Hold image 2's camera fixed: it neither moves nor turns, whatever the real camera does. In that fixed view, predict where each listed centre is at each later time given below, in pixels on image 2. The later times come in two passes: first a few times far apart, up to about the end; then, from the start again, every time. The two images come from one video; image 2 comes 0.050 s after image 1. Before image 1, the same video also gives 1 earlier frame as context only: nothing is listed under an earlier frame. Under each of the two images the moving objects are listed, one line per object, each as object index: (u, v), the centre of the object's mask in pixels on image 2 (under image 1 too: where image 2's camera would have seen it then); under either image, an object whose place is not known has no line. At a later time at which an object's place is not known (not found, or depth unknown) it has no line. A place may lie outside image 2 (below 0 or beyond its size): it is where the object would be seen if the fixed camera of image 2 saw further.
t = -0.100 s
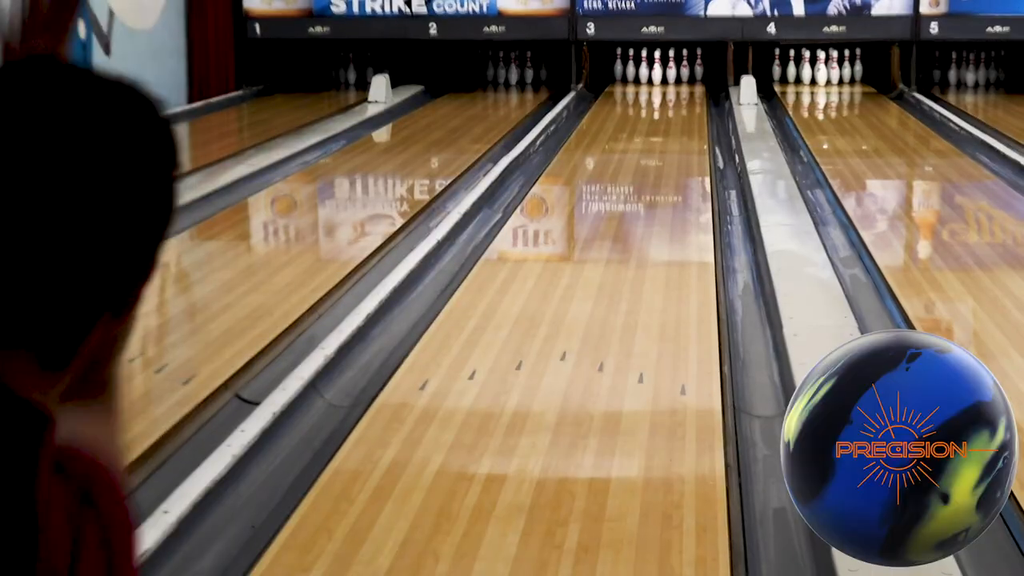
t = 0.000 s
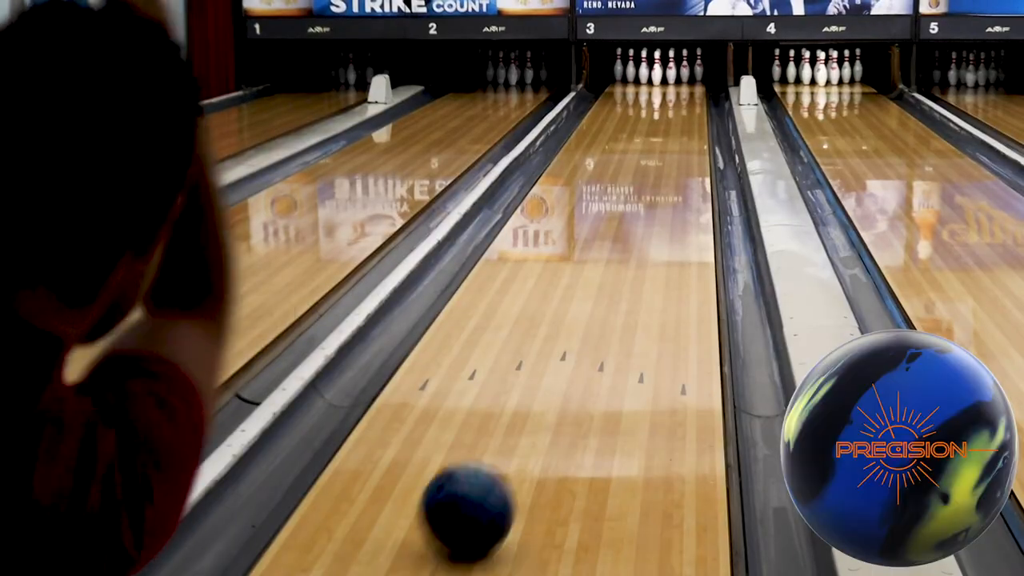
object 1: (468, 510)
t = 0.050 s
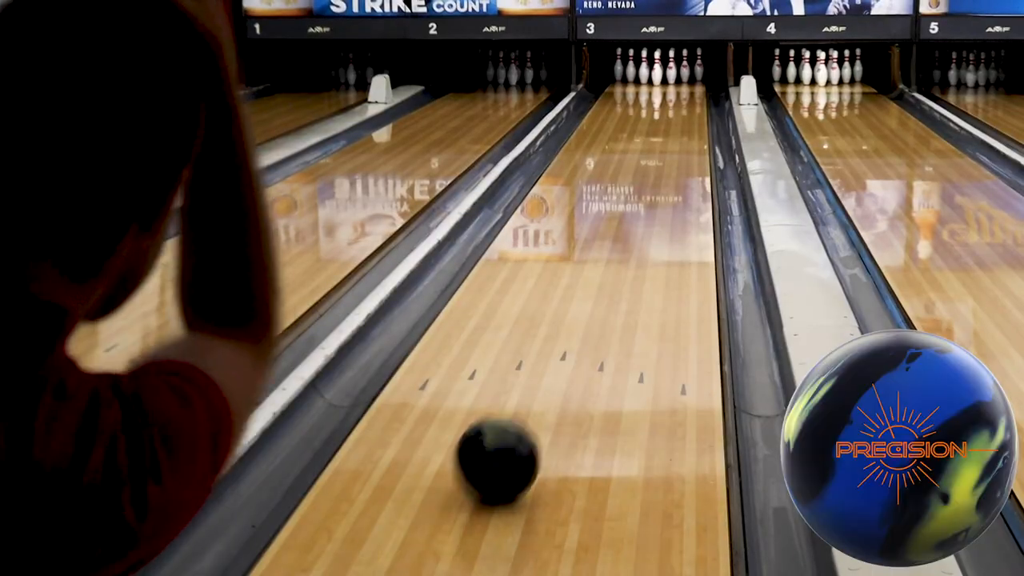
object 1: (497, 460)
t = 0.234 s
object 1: (571, 335)
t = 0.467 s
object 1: (624, 245)
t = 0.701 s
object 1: (655, 189)
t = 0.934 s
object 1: (675, 153)
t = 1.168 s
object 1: (684, 127)
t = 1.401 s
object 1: (685, 108)
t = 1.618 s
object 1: (680, 93)
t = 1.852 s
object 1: (670, 81)
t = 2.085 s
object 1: (661, 74)
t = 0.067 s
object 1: (506, 444)
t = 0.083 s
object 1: (515, 430)
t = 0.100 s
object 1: (522, 417)
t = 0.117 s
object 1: (529, 405)
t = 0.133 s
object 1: (536, 393)
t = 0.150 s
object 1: (543, 382)
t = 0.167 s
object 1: (549, 372)
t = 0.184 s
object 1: (555, 362)
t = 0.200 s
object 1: (561, 352)
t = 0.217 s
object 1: (566, 343)
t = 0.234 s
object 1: (571, 335)
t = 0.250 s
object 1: (576, 326)
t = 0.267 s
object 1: (581, 319)
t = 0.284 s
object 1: (586, 311)
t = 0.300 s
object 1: (590, 304)
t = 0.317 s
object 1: (594, 298)
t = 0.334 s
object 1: (598, 291)
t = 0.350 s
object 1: (601, 284)
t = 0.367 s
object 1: (605, 278)
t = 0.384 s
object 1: (608, 272)
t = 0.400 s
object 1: (612, 266)
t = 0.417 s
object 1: (615, 261)
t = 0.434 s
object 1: (618, 255)
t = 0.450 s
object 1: (621, 250)
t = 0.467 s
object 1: (624, 245)
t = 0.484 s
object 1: (627, 240)
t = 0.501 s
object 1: (630, 235)
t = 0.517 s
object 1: (632, 231)
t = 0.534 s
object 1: (635, 227)
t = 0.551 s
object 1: (637, 222)
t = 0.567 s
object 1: (639, 218)
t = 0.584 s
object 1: (641, 214)
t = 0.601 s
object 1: (644, 210)
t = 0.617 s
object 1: (646, 207)
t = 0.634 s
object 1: (648, 203)
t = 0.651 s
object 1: (650, 199)
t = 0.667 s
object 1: (652, 196)
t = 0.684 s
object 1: (654, 193)
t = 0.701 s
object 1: (655, 189)
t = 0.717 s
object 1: (657, 186)
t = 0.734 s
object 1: (658, 183)
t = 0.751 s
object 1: (660, 180)
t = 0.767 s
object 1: (662, 178)
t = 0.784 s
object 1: (663, 175)
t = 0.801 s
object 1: (665, 172)
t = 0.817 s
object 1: (666, 170)
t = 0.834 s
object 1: (667, 167)
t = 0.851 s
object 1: (669, 164)
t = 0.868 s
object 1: (670, 162)
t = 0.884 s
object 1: (671, 160)
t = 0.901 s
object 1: (672, 157)
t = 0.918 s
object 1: (674, 155)
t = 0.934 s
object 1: (675, 153)
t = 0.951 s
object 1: (676, 151)
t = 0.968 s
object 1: (676, 149)
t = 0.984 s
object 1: (677, 147)
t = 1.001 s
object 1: (678, 144)
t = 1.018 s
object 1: (679, 142)
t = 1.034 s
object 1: (679, 141)
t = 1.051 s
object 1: (680, 139)
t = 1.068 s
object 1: (681, 137)
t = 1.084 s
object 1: (681, 135)
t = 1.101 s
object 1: (682, 133)
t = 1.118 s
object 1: (682, 132)
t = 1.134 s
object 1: (683, 130)
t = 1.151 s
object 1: (683, 128)
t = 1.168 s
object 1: (684, 127)
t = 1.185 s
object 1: (684, 125)
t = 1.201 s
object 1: (684, 124)
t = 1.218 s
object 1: (685, 122)
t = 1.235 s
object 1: (685, 121)
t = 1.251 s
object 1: (685, 119)
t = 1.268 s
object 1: (685, 118)
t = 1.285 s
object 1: (685, 117)
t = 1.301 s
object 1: (685, 115)
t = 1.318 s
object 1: (685, 114)
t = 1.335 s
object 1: (685, 113)
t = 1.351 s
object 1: (685, 111)
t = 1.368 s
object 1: (685, 110)
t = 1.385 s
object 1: (685, 109)
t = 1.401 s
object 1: (685, 108)
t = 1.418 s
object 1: (684, 106)
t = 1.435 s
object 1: (684, 105)
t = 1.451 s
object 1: (684, 104)
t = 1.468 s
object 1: (684, 103)
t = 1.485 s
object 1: (683, 102)
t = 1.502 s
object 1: (683, 101)
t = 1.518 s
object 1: (683, 100)
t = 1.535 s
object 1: (682, 98)
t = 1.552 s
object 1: (683, 97)
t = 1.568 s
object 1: (682, 96)
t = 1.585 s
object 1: (681, 95)
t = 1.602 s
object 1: (681, 94)
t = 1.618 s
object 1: (680, 93)
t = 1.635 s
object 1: (679, 93)
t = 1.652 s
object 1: (678, 92)
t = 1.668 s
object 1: (678, 91)
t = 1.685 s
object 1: (677, 90)
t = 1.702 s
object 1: (677, 89)
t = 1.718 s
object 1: (676, 88)
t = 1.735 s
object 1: (676, 87)
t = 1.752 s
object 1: (675, 86)
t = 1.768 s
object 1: (673, 86)
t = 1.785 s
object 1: (673, 84)
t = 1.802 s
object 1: (672, 84)
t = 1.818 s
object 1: (672, 83)
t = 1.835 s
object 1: (671, 82)
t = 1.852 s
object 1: (670, 81)
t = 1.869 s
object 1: (669, 81)
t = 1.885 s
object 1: (668, 80)
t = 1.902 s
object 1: (667, 79)
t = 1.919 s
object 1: (666, 79)
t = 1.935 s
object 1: (665, 78)
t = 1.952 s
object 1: (664, 77)
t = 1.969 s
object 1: (663, 76)
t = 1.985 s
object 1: (664, 76)
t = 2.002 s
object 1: (665, 76)
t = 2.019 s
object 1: (664, 76)
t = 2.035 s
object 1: (664, 75)
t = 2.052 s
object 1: (663, 75)
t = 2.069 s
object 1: (663, 74)
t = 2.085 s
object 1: (661, 74)
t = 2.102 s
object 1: (661, 74)
